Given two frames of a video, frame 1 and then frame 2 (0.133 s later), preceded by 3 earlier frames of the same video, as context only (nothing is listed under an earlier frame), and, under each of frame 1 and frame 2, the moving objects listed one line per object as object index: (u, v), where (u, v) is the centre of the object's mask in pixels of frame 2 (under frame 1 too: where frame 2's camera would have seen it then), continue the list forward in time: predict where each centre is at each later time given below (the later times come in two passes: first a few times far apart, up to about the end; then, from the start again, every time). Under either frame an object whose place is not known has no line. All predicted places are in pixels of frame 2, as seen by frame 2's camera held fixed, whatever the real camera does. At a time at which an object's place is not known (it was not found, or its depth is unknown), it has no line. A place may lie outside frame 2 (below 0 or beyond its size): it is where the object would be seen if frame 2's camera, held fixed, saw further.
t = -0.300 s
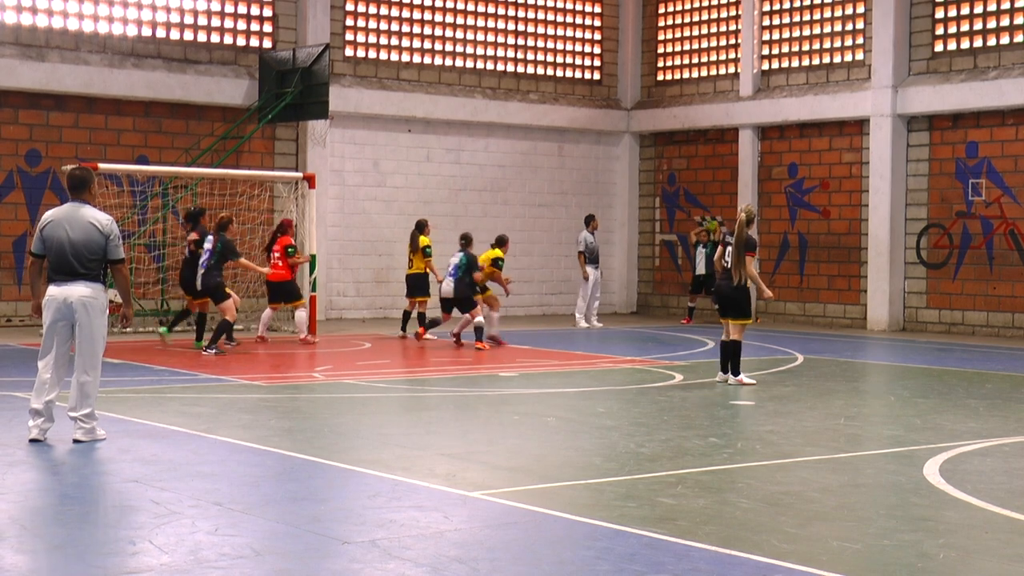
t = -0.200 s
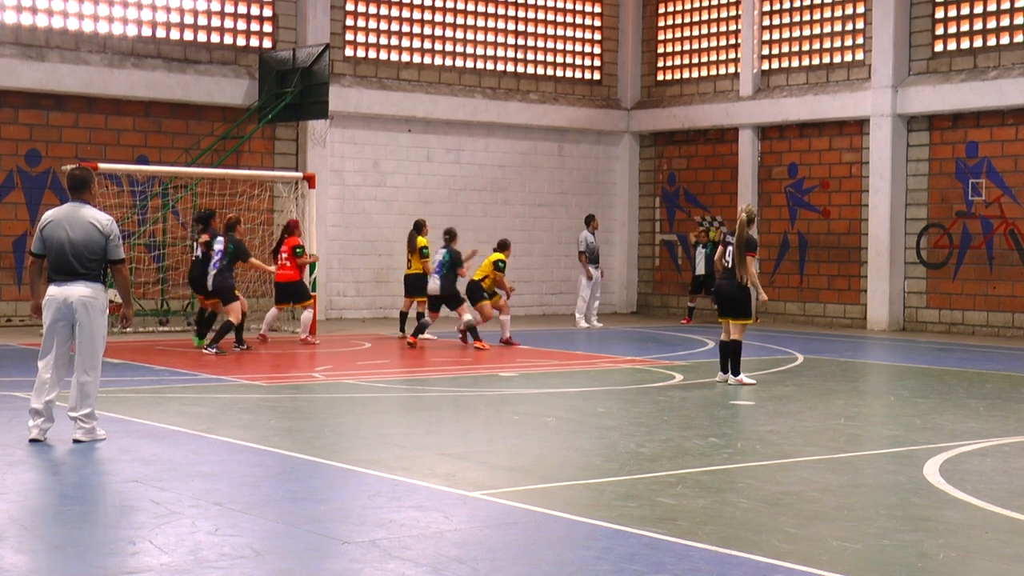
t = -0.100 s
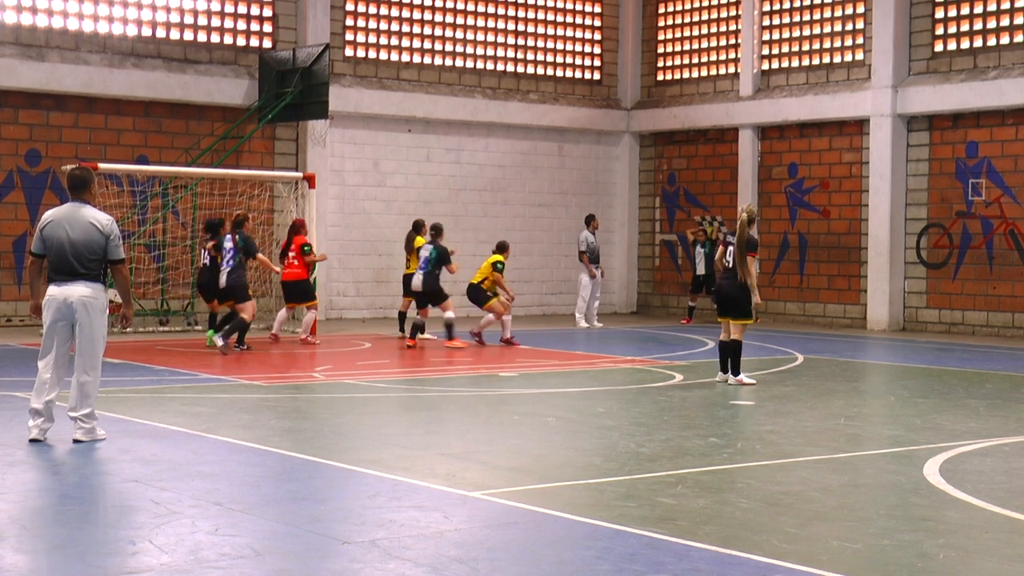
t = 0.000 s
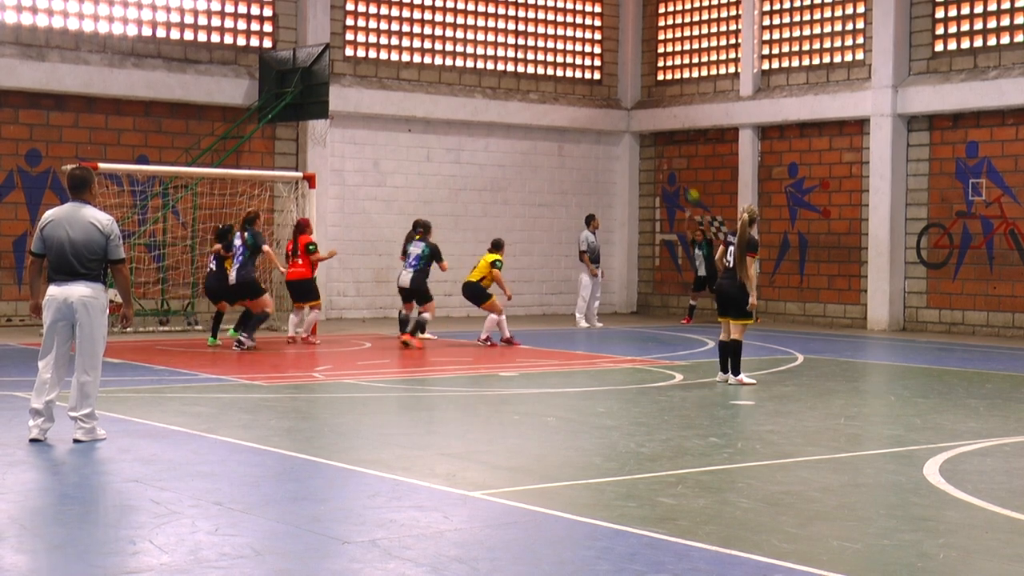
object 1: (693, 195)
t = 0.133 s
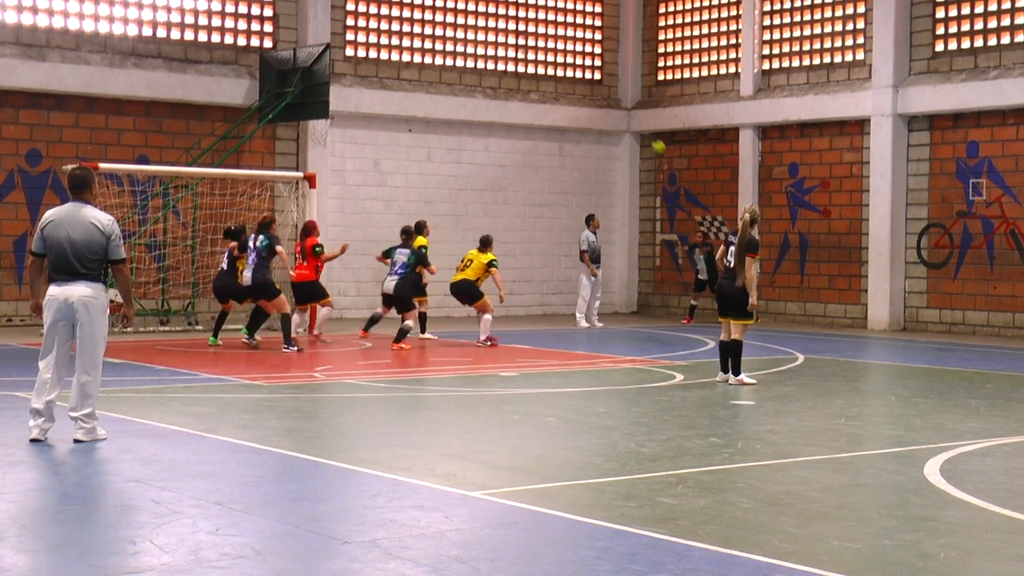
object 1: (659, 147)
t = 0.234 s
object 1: (631, 117)
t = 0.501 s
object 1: (552, 64)
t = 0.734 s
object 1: (475, 57)
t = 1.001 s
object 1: (375, 102)
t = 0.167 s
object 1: (650, 136)
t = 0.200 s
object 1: (640, 126)
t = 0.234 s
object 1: (631, 117)
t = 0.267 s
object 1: (622, 108)
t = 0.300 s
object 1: (614, 100)
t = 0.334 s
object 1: (603, 92)
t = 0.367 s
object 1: (593, 84)
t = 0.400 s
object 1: (584, 79)
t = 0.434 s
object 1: (572, 73)
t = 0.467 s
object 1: (562, 69)
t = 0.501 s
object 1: (552, 64)
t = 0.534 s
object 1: (541, 61)
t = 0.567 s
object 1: (530, 58)
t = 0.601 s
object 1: (521, 57)
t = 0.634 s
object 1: (510, 55)
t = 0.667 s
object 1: (498, 55)
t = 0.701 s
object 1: (486, 56)
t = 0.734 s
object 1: (475, 57)
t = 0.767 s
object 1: (463, 59)
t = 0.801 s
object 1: (451, 61)
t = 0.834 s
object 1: (438, 67)
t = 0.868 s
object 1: (426, 71)
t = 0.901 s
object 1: (413, 77)
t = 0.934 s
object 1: (401, 84)
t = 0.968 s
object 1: (389, 93)
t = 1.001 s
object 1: (375, 102)
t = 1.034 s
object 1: (362, 112)
